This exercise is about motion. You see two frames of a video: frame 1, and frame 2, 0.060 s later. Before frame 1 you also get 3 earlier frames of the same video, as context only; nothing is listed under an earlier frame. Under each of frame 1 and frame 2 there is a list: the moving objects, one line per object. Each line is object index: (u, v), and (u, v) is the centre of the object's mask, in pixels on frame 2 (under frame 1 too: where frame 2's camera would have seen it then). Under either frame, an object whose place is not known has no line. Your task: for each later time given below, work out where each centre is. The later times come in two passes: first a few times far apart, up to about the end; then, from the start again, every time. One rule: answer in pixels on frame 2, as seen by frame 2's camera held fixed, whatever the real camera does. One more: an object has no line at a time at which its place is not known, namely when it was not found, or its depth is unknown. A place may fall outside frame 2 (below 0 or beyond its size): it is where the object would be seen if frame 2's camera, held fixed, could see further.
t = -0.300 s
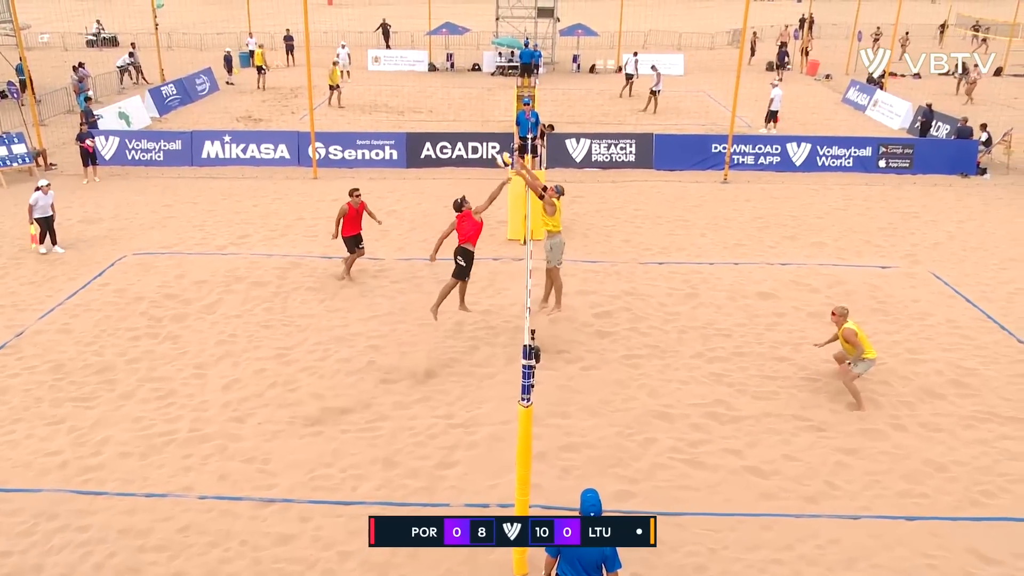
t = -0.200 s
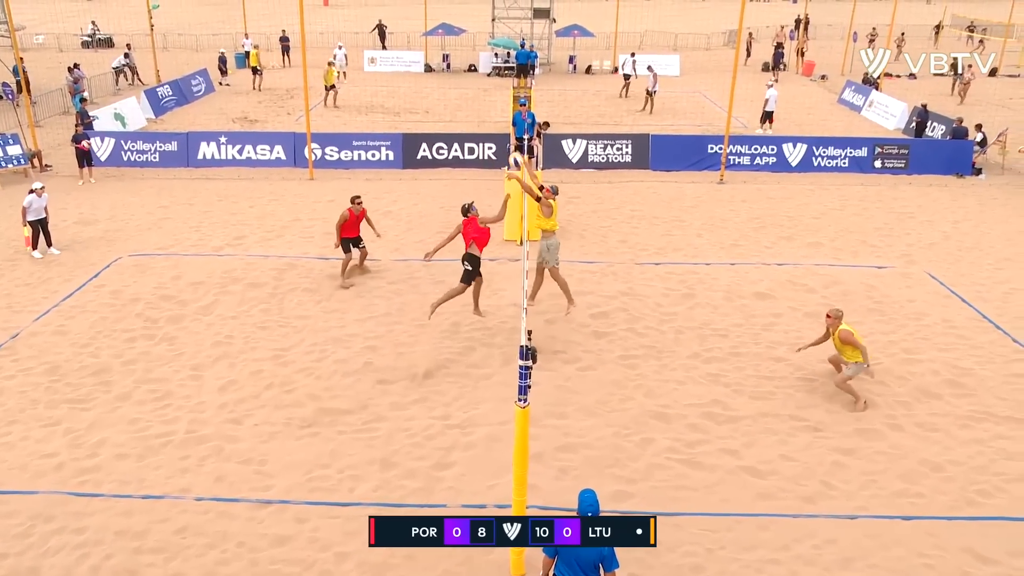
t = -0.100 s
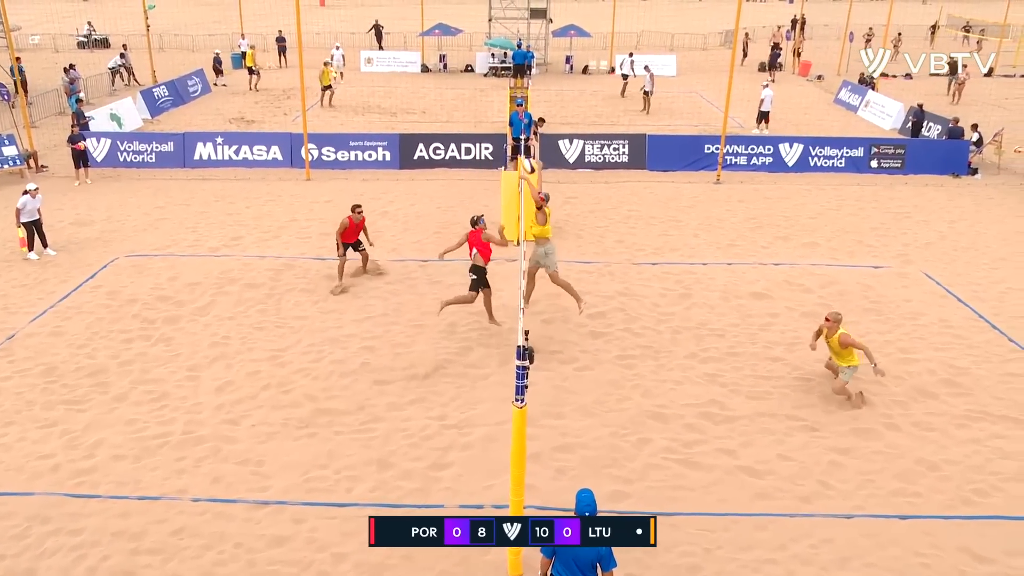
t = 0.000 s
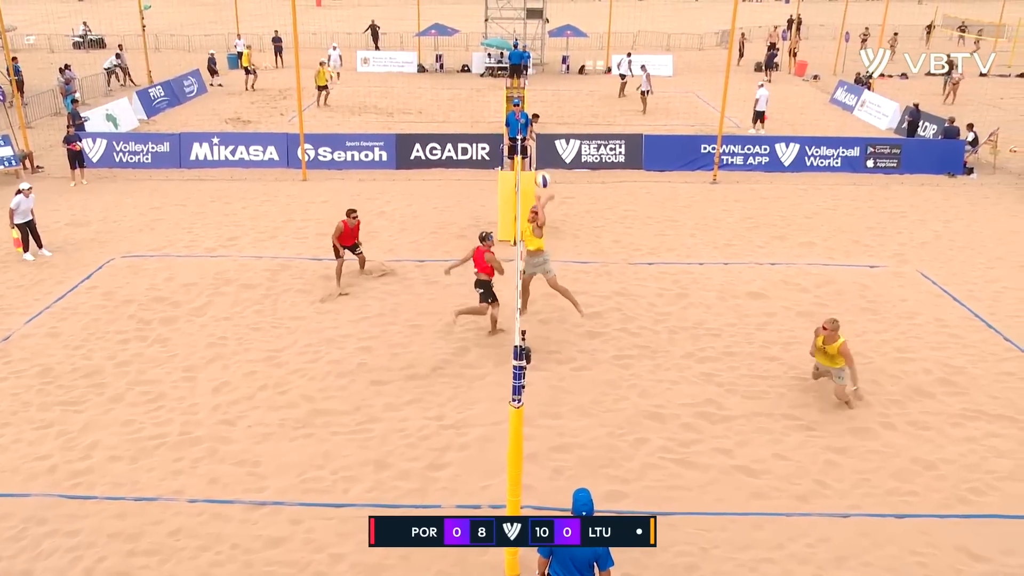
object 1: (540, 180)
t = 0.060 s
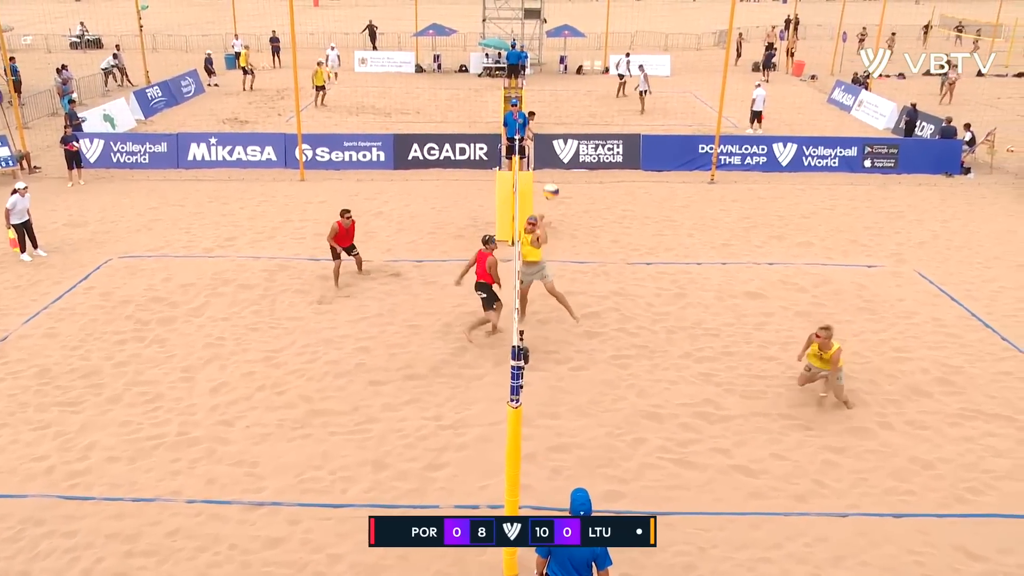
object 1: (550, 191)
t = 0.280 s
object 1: (589, 259)
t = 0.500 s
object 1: (627, 364)
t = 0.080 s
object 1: (554, 196)
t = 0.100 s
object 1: (557, 201)
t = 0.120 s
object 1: (561, 206)
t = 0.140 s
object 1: (565, 212)
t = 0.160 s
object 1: (568, 218)
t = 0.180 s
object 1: (571, 224)
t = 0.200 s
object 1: (575, 231)
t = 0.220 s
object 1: (578, 238)
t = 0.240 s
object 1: (582, 245)
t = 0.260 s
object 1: (586, 252)
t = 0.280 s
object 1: (589, 259)
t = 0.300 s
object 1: (592, 268)
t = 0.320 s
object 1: (595, 276)
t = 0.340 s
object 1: (600, 285)
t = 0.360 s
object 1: (603, 294)
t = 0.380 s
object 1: (606, 303)
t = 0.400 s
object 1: (609, 313)
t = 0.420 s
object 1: (613, 323)
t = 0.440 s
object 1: (617, 333)
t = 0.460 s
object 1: (620, 343)
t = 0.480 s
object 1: (623, 353)
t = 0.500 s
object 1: (627, 364)
